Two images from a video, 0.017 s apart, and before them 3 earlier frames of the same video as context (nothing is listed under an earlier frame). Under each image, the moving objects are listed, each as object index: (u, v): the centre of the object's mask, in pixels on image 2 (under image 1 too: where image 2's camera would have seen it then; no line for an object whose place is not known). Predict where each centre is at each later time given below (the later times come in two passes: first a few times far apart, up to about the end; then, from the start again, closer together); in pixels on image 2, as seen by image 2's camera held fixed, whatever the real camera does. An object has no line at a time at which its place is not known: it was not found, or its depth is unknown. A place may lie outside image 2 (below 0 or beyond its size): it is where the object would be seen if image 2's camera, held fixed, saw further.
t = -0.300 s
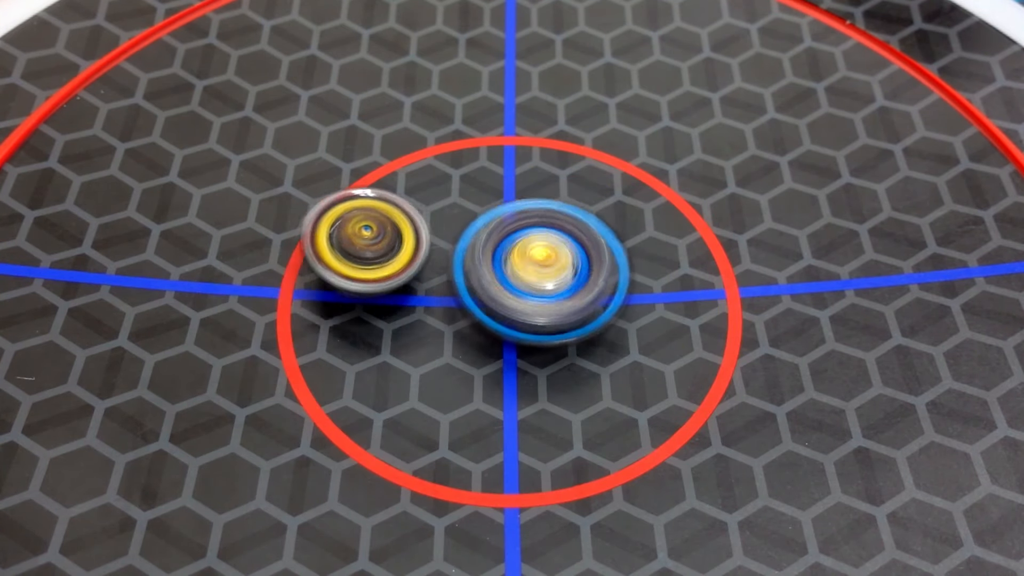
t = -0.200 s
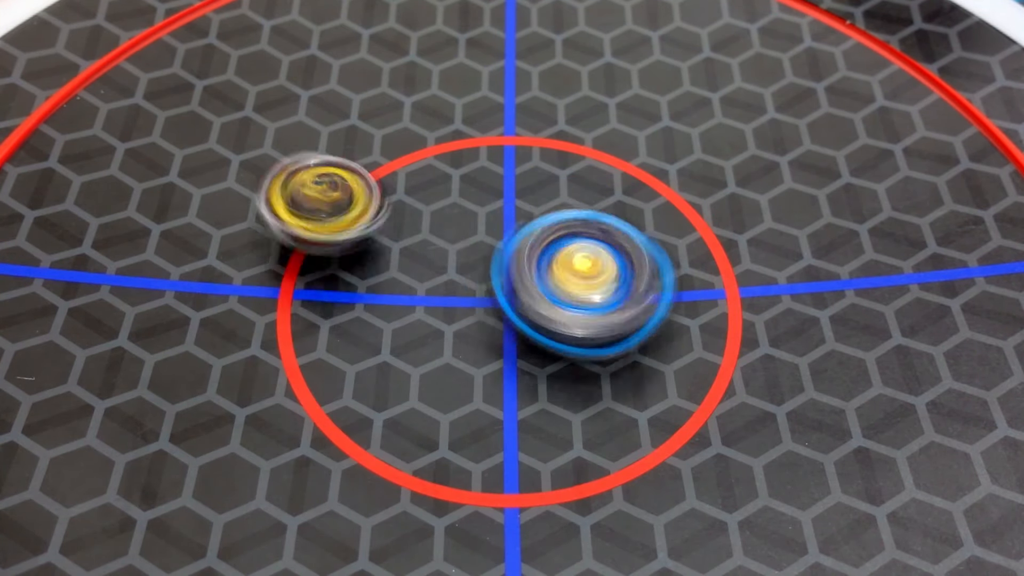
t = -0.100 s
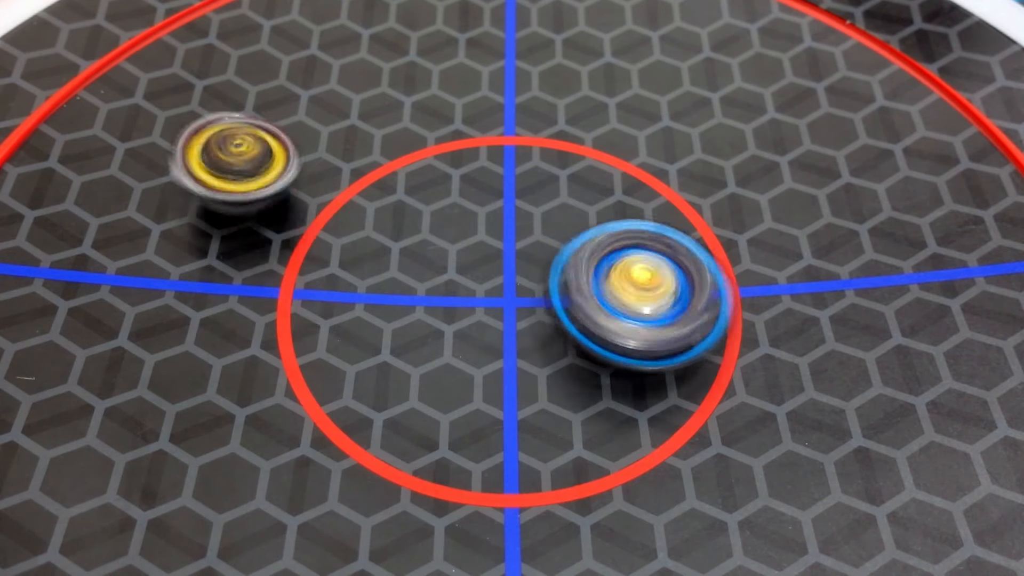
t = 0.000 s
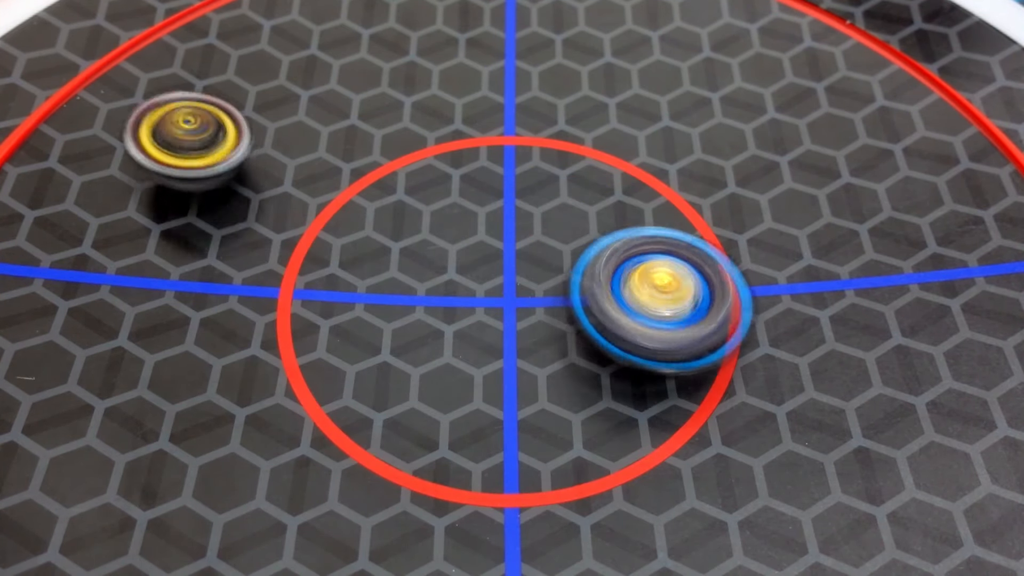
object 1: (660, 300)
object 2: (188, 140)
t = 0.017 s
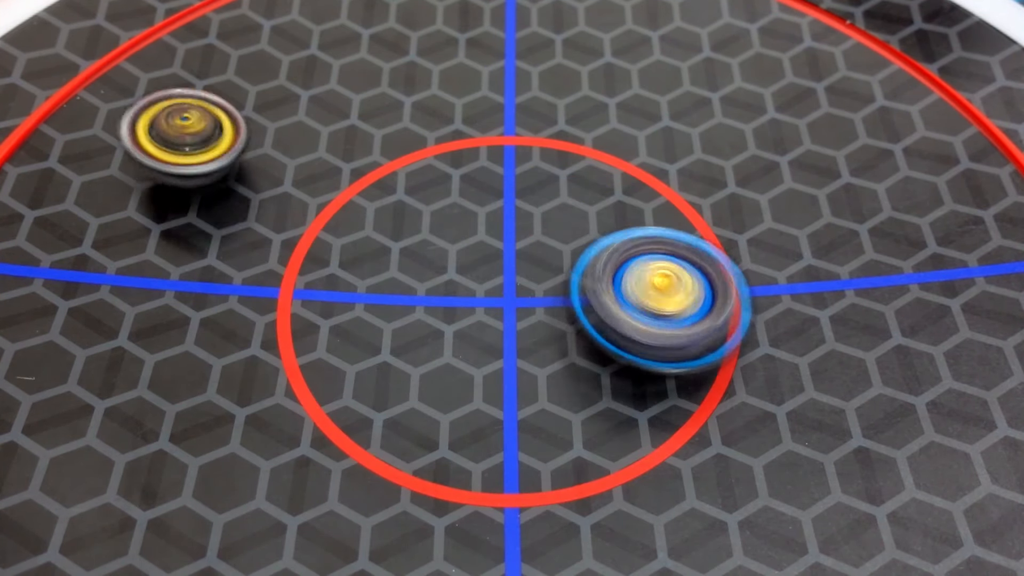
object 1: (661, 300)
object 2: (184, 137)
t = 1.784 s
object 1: (562, 290)
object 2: (344, 265)
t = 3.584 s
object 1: (585, 239)
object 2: (382, 364)
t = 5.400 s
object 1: (611, 227)
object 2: (294, 413)
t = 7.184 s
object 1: (575, 260)
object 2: (459, 362)
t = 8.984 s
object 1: (416, 351)
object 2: (835, 378)
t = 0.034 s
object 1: (660, 300)
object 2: (182, 134)
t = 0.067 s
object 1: (658, 300)
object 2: (177, 129)
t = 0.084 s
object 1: (656, 300)
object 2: (176, 126)
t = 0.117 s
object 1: (653, 300)
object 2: (174, 122)
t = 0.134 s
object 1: (651, 300)
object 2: (174, 120)
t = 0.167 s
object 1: (648, 300)
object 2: (176, 116)
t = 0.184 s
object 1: (645, 300)
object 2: (177, 115)
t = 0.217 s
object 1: (641, 301)
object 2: (181, 112)
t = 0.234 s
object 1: (639, 301)
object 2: (185, 111)
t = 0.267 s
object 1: (636, 301)
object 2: (191, 109)
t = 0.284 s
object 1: (634, 301)
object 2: (196, 107)
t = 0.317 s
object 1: (630, 301)
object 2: (205, 107)
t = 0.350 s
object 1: (627, 301)
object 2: (217, 106)
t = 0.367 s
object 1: (625, 300)
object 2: (222, 106)
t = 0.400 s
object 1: (622, 301)
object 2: (235, 105)
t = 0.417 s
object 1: (619, 300)
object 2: (241, 106)
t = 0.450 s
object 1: (616, 300)
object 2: (255, 107)
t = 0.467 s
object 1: (615, 299)
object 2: (262, 107)
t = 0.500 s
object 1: (611, 300)
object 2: (276, 108)
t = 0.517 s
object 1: (610, 299)
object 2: (284, 110)
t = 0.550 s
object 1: (606, 299)
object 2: (298, 110)
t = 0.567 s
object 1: (605, 298)
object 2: (305, 112)
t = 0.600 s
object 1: (601, 298)
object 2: (319, 114)
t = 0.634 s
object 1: (598, 297)
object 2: (333, 117)
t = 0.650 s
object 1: (596, 297)
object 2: (340, 118)
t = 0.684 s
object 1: (593, 296)
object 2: (354, 122)
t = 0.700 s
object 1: (591, 296)
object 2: (361, 124)
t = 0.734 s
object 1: (588, 295)
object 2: (374, 128)
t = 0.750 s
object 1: (586, 295)
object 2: (381, 131)
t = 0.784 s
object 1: (584, 294)
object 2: (395, 137)
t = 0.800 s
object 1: (582, 293)
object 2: (401, 140)
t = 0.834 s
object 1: (580, 293)
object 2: (413, 147)
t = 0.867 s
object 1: (577, 292)
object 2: (426, 155)
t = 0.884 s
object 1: (575, 291)
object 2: (431, 159)
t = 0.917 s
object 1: (573, 291)
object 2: (443, 167)
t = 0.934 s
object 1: (571, 290)
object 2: (448, 172)
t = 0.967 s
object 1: (568, 289)
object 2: (459, 181)
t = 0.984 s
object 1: (567, 288)
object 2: (463, 186)
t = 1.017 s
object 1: (564, 288)
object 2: (473, 193)
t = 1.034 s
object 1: (567, 288)
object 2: (472, 193)
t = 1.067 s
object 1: (578, 294)
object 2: (455, 189)
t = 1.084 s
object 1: (584, 297)
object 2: (447, 186)
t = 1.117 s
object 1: (591, 301)
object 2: (432, 182)
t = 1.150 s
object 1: (596, 303)
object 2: (421, 179)
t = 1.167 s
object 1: (598, 304)
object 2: (416, 179)
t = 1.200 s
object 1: (600, 304)
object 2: (409, 178)
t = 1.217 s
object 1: (600, 304)
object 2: (405, 180)
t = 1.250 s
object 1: (600, 305)
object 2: (398, 183)
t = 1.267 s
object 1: (598, 304)
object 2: (395, 184)
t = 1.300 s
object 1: (596, 304)
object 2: (388, 188)
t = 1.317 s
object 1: (595, 303)
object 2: (387, 191)
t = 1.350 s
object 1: (591, 302)
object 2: (383, 196)
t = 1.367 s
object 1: (589, 300)
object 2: (381, 198)
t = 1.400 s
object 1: (584, 300)
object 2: (379, 204)
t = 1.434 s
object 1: (580, 297)
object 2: (378, 210)
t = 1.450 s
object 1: (576, 297)
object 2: (378, 212)
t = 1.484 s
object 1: (571, 296)
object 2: (379, 220)
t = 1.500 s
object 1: (569, 295)
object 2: (379, 223)
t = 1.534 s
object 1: (564, 294)
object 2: (381, 229)
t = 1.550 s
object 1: (561, 293)
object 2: (383, 232)
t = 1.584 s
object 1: (557, 292)
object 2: (387, 239)
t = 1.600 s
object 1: (554, 292)
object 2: (390, 242)
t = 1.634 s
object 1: (550, 291)
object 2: (395, 249)
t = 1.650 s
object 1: (548, 291)
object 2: (395, 252)
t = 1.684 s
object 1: (555, 292)
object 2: (381, 256)
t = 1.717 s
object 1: (559, 291)
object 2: (366, 259)
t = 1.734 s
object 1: (561, 291)
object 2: (359, 260)
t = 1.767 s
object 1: (563, 289)
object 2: (348, 264)
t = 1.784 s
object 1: (562, 290)
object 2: (344, 265)
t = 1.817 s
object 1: (562, 289)
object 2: (338, 268)
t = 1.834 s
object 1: (561, 288)
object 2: (336, 268)
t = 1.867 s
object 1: (559, 288)
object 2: (332, 271)
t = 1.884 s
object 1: (558, 287)
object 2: (330, 271)
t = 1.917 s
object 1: (556, 287)
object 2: (326, 274)
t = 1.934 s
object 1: (554, 286)
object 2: (324, 275)
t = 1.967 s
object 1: (552, 287)
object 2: (322, 277)
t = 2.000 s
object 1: (548, 286)
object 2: (321, 279)
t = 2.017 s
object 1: (547, 287)
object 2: (321, 281)
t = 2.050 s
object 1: (545, 286)
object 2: (323, 282)
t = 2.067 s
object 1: (543, 287)
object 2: (324, 284)
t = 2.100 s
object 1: (541, 286)
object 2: (330, 285)
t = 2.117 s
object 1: (539, 286)
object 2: (334, 286)
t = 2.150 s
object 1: (537, 287)
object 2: (343, 287)
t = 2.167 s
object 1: (536, 286)
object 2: (348, 287)
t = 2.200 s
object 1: (535, 287)
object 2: (359, 288)
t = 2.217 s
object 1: (534, 287)
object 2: (364, 288)
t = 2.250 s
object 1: (537, 286)
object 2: (366, 290)
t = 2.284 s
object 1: (537, 285)
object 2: (370, 293)
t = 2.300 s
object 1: (540, 285)
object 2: (370, 294)
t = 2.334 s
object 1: (545, 282)
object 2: (364, 298)
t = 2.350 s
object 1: (546, 281)
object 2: (362, 300)
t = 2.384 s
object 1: (551, 279)
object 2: (361, 302)
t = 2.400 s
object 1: (551, 278)
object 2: (360, 304)
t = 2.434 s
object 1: (553, 277)
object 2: (363, 304)
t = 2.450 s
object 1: (554, 277)
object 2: (365, 305)
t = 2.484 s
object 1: (556, 277)
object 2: (371, 305)
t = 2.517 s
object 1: (556, 276)
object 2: (378, 305)
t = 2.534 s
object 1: (556, 277)
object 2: (382, 304)
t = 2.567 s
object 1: (557, 276)
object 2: (391, 304)
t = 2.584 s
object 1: (558, 274)
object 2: (391, 305)
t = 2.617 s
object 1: (564, 271)
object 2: (389, 309)
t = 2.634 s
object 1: (566, 270)
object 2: (390, 310)
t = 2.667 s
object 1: (570, 268)
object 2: (392, 310)
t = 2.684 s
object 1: (571, 268)
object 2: (393, 312)
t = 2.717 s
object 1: (573, 267)
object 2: (398, 312)
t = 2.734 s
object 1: (573, 266)
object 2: (400, 312)
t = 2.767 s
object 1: (574, 265)
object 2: (406, 311)
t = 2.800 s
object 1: (575, 265)
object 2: (414, 311)
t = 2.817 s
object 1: (574, 264)
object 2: (418, 310)
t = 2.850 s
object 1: (577, 261)
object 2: (419, 315)
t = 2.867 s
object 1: (577, 260)
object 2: (420, 317)
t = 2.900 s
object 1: (581, 258)
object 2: (420, 324)
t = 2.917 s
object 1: (580, 257)
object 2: (422, 326)
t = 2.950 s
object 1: (581, 255)
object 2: (425, 329)
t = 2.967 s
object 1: (582, 255)
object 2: (427, 331)
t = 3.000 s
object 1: (582, 253)
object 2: (431, 333)
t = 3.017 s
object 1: (582, 253)
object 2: (434, 333)
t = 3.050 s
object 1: (581, 252)
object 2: (440, 334)
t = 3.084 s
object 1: (580, 252)
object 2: (446, 332)
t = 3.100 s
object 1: (580, 251)
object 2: (450, 332)
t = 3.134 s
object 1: (578, 252)
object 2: (457, 330)
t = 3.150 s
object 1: (579, 252)
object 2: (461, 328)
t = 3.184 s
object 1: (579, 251)
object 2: (467, 325)
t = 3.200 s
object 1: (579, 251)
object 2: (468, 326)
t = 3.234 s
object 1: (582, 248)
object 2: (460, 331)
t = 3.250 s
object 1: (584, 246)
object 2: (453, 336)
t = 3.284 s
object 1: (591, 242)
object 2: (440, 344)
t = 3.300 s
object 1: (591, 241)
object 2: (435, 347)
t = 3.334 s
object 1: (594, 240)
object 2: (427, 352)
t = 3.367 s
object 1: (595, 238)
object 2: (418, 356)
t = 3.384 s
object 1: (595, 238)
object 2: (414, 358)
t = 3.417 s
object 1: (595, 237)
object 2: (407, 362)
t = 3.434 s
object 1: (594, 236)
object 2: (403, 363)
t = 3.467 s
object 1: (593, 237)
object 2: (397, 364)
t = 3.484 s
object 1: (591, 236)
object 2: (393, 365)
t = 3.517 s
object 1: (589, 237)
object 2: (388, 365)
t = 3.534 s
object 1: (589, 237)
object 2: (386, 365)
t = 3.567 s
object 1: (587, 238)
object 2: (383, 364)
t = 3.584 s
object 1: (585, 239)
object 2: (382, 364)
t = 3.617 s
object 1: (584, 239)
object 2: (381, 361)
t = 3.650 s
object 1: (581, 240)
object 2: (381, 359)
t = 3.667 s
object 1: (581, 240)
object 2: (382, 356)
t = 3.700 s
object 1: (578, 241)
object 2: (384, 353)
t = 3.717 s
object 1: (577, 243)
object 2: (386, 350)
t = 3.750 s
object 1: (575, 243)
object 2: (391, 344)
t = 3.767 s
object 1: (573, 244)
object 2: (394, 342)
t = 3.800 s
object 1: (571, 246)
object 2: (399, 335)
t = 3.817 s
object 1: (570, 246)
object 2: (402, 332)
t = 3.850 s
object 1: (567, 248)
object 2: (408, 325)
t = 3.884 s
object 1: (565, 249)
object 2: (413, 317)
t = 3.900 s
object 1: (563, 250)
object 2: (416, 314)
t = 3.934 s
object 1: (561, 252)
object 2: (422, 307)
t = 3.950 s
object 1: (560, 252)
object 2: (425, 303)
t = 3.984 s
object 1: (566, 248)
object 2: (412, 307)
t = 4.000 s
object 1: (571, 244)
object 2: (398, 313)
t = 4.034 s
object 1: (580, 236)
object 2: (370, 326)
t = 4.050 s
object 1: (585, 233)
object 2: (361, 329)
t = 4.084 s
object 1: (590, 227)
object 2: (340, 337)
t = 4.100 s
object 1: (593, 226)
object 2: (331, 343)
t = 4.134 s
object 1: (596, 223)
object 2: (321, 347)
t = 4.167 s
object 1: (596, 222)
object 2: (315, 352)
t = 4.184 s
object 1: (596, 222)
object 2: (314, 353)
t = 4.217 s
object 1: (596, 222)
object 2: (315, 355)
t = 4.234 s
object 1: (594, 222)
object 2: (317, 355)
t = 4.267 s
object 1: (593, 223)
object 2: (322, 357)
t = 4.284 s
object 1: (592, 224)
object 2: (326, 357)
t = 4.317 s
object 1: (589, 226)
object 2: (334, 357)
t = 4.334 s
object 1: (588, 226)
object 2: (339, 357)
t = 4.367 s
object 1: (585, 228)
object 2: (349, 355)
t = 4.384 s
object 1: (583, 230)
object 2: (354, 356)
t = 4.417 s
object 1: (582, 232)
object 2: (366, 354)
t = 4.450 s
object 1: (579, 235)
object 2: (377, 352)
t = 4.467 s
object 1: (579, 237)
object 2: (384, 351)
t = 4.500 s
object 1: (578, 239)
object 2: (396, 349)
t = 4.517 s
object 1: (576, 240)
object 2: (402, 348)
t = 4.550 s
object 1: (575, 243)
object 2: (415, 344)
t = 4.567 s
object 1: (574, 244)
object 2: (421, 343)
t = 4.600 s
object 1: (573, 248)
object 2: (434, 340)
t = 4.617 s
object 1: (572, 248)
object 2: (440, 338)
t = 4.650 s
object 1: (570, 251)
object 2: (453, 335)
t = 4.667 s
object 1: (571, 252)
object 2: (451, 341)
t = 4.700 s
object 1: (582, 237)
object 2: (424, 374)
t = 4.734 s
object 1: (592, 227)
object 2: (402, 400)
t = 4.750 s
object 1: (599, 221)
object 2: (393, 413)
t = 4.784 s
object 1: (606, 212)
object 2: (375, 436)
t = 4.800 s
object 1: (610, 209)
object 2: (368, 449)
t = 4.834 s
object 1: (616, 203)
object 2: (353, 467)
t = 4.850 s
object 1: (617, 202)
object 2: (348, 476)
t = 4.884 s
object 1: (619, 198)
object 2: (338, 489)
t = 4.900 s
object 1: (620, 199)
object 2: (334, 494)
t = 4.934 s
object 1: (620, 198)
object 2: (326, 501)
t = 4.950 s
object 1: (620, 198)
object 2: (323, 504)
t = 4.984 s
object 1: (620, 201)
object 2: (317, 507)
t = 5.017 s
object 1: (619, 203)
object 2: (313, 507)
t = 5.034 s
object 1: (619, 205)
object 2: (310, 507)
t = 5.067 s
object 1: (619, 207)
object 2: (305, 503)
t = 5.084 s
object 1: (618, 208)
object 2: (302, 502)
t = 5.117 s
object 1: (617, 210)
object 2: (298, 497)
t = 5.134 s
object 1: (616, 212)
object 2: (295, 494)
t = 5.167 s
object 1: (615, 214)
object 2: (292, 488)
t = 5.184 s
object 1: (615, 215)
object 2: (289, 484)
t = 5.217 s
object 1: (615, 218)
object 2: (287, 475)
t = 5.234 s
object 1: (615, 218)
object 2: (285, 471)
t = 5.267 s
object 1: (613, 220)
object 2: (284, 460)
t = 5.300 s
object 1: (613, 222)
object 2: (283, 448)
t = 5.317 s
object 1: (612, 223)
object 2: (284, 443)
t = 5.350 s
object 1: (612, 225)
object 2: (286, 431)
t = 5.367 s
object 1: (611, 226)
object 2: (289, 425)
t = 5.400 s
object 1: (611, 227)
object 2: (294, 413)
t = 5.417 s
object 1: (610, 228)
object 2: (297, 408)
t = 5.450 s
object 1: (610, 230)
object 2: (304, 397)
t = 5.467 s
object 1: (610, 230)
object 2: (309, 392)
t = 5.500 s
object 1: (609, 232)
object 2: (318, 382)
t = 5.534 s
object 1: (609, 234)
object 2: (329, 373)
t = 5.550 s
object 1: (608, 233)
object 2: (335, 368)
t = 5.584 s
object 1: (607, 236)
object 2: (348, 360)
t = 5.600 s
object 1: (606, 237)
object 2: (354, 356)
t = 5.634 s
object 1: (605, 238)
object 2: (370, 346)
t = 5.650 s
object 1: (606, 239)
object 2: (380, 342)
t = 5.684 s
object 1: (604, 241)
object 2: (399, 332)
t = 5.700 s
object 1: (605, 241)
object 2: (409, 327)
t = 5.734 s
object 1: (603, 243)
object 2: (429, 317)
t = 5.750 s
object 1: (603, 243)
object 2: (441, 313)
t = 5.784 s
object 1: (603, 244)
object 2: (462, 304)
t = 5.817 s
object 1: (605, 243)
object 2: (477, 299)
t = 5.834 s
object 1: (608, 241)
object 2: (474, 302)
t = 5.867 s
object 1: (619, 233)
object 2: (463, 311)
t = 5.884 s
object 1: (623, 231)
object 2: (457, 317)
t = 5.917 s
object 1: (627, 227)
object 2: (451, 322)
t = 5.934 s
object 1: (630, 226)
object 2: (449, 324)
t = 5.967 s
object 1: (630, 223)
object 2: (449, 328)
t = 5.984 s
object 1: (630, 223)
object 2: (450, 330)
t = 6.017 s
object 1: (628, 224)
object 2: (454, 334)
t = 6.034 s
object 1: (627, 224)
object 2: (457, 336)
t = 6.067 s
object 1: (624, 225)
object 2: (462, 341)
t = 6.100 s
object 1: (623, 228)
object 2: (467, 347)
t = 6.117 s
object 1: (622, 227)
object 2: (469, 349)
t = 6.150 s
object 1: (620, 229)
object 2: (473, 354)
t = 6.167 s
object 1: (619, 230)
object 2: (475, 357)
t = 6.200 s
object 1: (618, 231)
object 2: (479, 362)
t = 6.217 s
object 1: (617, 233)
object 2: (481, 365)
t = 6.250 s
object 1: (615, 234)
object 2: (484, 370)
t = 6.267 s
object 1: (615, 236)
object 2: (485, 373)
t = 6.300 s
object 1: (613, 237)
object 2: (488, 377)
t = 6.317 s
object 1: (612, 238)
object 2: (490, 379)
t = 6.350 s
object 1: (610, 240)
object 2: (492, 383)
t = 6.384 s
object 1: (608, 242)
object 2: (494, 388)
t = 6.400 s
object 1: (607, 242)
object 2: (496, 389)
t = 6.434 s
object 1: (605, 245)
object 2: (499, 392)
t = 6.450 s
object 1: (605, 245)
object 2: (500, 393)
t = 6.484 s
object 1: (603, 246)
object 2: (503, 394)
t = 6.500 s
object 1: (601, 247)
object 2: (505, 394)
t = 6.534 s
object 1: (600, 249)
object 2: (508, 394)
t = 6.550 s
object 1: (598, 250)
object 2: (510, 392)
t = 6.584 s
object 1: (595, 251)
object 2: (513, 389)
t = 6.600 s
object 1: (595, 253)
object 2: (513, 388)
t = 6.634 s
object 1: (593, 255)
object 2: (517, 382)
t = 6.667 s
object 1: (590, 255)
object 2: (520, 376)
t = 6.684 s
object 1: (590, 257)
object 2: (521, 372)
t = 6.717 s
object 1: (589, 257)
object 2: (521, 369)
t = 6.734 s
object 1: (589, 256)
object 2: (516, 373)
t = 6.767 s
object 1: (590, 253)
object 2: (510, 380)
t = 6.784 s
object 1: (592, 250)
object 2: (508, 383)
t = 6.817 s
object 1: (590, 248)
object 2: (502, 387)
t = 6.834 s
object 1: (588, 247)
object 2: (499, 388)
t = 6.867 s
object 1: (588, 247)
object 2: (494, 390)
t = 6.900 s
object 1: (586, 248)
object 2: (489, 390)
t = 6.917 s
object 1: (585, 248)
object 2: (487, 390)
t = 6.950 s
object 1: (584, 250)
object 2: (482, 390)
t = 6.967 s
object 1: (582, 250)
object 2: (479, 389)
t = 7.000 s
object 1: (580, 251)
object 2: (475, 387)
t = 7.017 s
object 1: (580, 252)
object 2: (472, 385)
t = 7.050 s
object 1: (579, 254)
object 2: (469, 382)
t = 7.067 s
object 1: (579, 255)
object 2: (467, 380)
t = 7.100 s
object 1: (577, 256)
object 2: (463, 375)
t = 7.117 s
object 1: (577, 258)
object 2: (463, 373)
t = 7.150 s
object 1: (576, 259)
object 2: (460, 367)
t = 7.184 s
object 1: (575, 260)
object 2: (459, 362)
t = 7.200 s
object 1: (575, 262)
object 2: (458, 358)
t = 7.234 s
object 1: (578, 257)
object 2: (440, 367)
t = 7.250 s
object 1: (586, 247)
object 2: (417, 389)
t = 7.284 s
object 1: (600, 228)
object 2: (369, 431)
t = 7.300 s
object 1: (609, 219)
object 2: (345, 456)
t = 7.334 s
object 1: (618, 203)
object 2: (301, 495)
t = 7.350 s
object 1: (622, 198)
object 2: (277, 508)
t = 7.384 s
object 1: (630, 186)
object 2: (242, 528)
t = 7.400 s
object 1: (634, 181)
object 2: (224, 536)
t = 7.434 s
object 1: (637, 174)
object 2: (197, 545)
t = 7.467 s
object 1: (642, 168)
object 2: (172, 555)
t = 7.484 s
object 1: (641, 166)
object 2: (162, 558)
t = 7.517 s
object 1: (647, 163)
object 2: (150, 561)
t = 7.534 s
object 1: (647, 162)
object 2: (144, 562)
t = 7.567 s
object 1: (648, 161)
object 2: (134, 562)
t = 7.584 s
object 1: (647, 161)
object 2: (130, 561)
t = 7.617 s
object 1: (648, 160)
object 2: (125, 559)
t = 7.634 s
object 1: (647, 160)
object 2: (123, 558)
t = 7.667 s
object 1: (647, 161)
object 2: (123, 554)
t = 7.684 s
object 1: (645, 161)
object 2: (123, 552)
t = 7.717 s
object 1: (645, 163)
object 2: (125, 547)
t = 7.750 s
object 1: (642, 165)
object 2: (131, 542)
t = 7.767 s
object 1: (641, 166)
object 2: (134, 538)
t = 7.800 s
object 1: (640, 169)
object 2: (142, 532)
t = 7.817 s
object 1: (640, 170)
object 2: (148, 529)
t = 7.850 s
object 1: (638, 172)
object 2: (160, 522)
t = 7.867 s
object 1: (638, 174)
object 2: (165, 518)
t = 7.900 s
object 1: (636, 177)
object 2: (183, 510)
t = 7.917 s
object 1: (635, 177)
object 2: (189, 506)
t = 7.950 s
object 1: (632, 180)
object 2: (207, 497)
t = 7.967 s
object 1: (631, 182)
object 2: (217, 491)
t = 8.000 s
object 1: (629, 186)
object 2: (237, 474)
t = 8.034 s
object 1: (624, 189)
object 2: (259, 461)
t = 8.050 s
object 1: (621, 191)
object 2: (272, 453)
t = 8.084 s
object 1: (614, 195)
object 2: (298, 439)
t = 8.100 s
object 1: (613, 199)
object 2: (311, 433)
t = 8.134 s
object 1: (605, 204)
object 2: (340, 419)
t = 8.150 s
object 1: (600, 207)
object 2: (355, 415)
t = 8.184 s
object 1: (591, 214)
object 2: (386, 407)
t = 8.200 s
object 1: (586, 218)
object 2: (402, 403)
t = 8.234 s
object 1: (578, 225)
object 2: (434, 399)
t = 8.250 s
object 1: (573, 229)
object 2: (450, 396)
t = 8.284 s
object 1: (561, 236)
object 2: (483, 390)
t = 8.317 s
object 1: (552, 246)
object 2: (513, 386)
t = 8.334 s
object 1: (546, 249)
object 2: (530, 383)
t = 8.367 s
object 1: (533, 253)
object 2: (559, 379)
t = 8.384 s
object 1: (527, 258)
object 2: (574, 377)
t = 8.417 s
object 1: (515, 270)
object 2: (605, 373)
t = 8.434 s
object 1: (510, 274)
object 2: (620, 371)
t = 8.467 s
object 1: (502, 283)
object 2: (648, 366)
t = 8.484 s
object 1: (496, 287)
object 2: (664, 366)
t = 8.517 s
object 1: (486, 296)
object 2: (692, 361)
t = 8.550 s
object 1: (474, 303)
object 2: (720, 359)
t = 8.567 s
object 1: (469, 306)
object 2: (732, 357)
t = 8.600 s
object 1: (458, 313)
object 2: (757, 355)
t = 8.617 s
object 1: (454, 318)
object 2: (767, 355)
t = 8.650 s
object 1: (443, 324)
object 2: (787, 355)
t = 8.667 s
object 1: (439, 326)
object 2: (796, 356)
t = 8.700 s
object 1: (429, 332)
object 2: (811, 357)
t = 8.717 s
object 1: (426, 336)
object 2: (819, 358)
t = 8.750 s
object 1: (421, 340)
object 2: (829, 361)
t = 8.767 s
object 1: (418, 342)
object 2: (833, 361)
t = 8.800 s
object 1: (414, 346)
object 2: (837, 363)
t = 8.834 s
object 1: (415, 349)
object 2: (840, 365)
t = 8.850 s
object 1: (415, 348)
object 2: (840, 365)
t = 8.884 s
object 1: (415, 351)
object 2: (841, 368)
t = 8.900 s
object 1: (414, 351)
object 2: (841, 369)
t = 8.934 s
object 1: (414, 352)
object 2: (840, 373)
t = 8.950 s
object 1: (416, 351)
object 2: (839, 375)
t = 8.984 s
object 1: (416, 351)
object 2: (835, 378)
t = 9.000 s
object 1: (418, 351)
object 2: (833, 381)
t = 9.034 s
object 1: (420, 350)
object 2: (827, 384)
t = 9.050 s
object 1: (423, 350)
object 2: (823, 385)
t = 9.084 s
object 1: (424, 349)
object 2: (815, 388)
